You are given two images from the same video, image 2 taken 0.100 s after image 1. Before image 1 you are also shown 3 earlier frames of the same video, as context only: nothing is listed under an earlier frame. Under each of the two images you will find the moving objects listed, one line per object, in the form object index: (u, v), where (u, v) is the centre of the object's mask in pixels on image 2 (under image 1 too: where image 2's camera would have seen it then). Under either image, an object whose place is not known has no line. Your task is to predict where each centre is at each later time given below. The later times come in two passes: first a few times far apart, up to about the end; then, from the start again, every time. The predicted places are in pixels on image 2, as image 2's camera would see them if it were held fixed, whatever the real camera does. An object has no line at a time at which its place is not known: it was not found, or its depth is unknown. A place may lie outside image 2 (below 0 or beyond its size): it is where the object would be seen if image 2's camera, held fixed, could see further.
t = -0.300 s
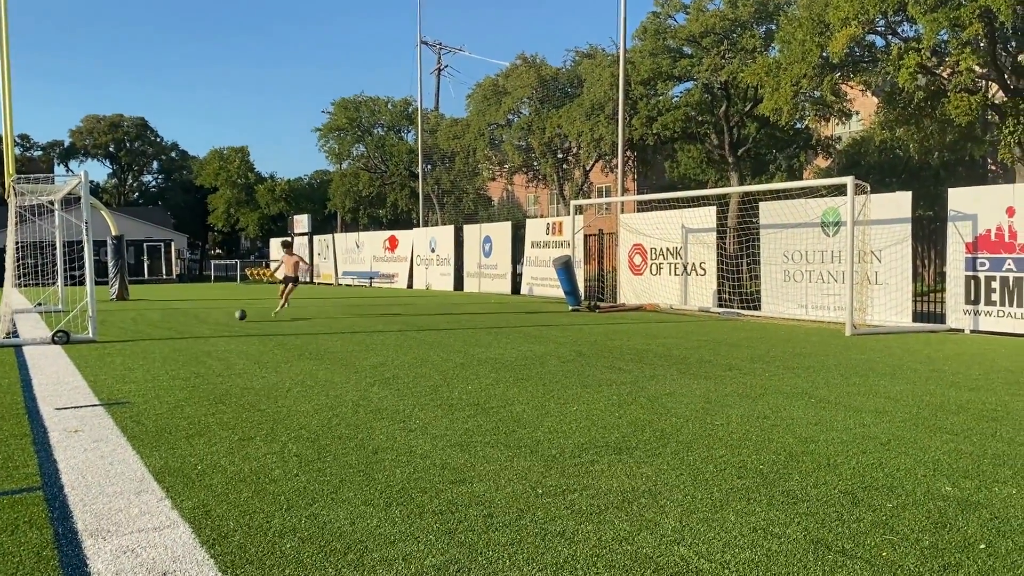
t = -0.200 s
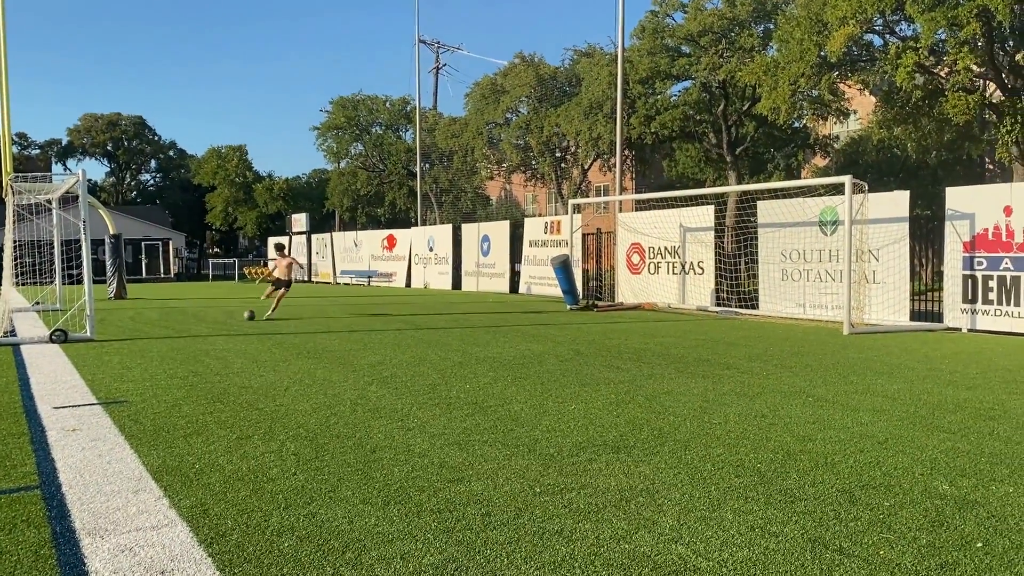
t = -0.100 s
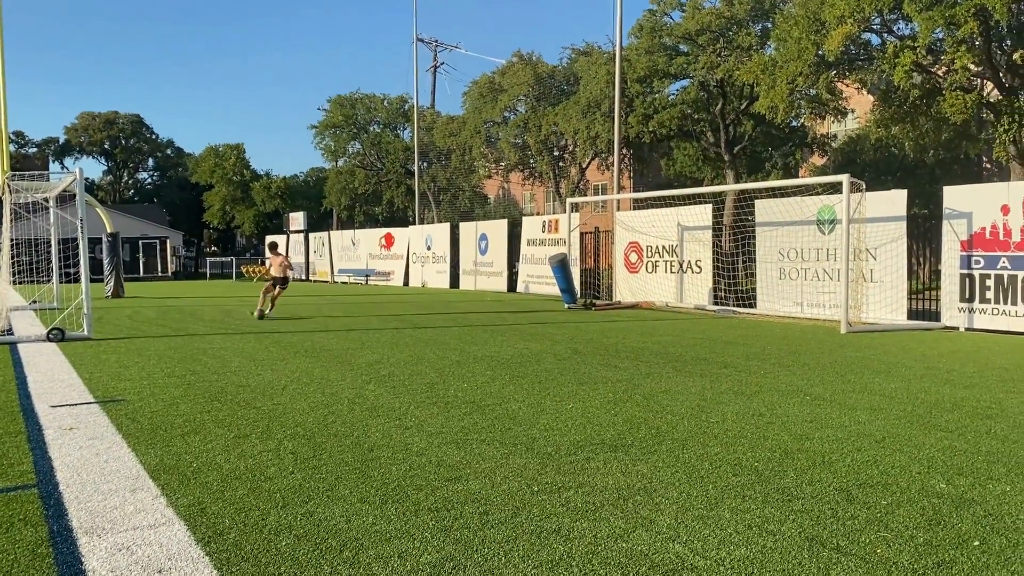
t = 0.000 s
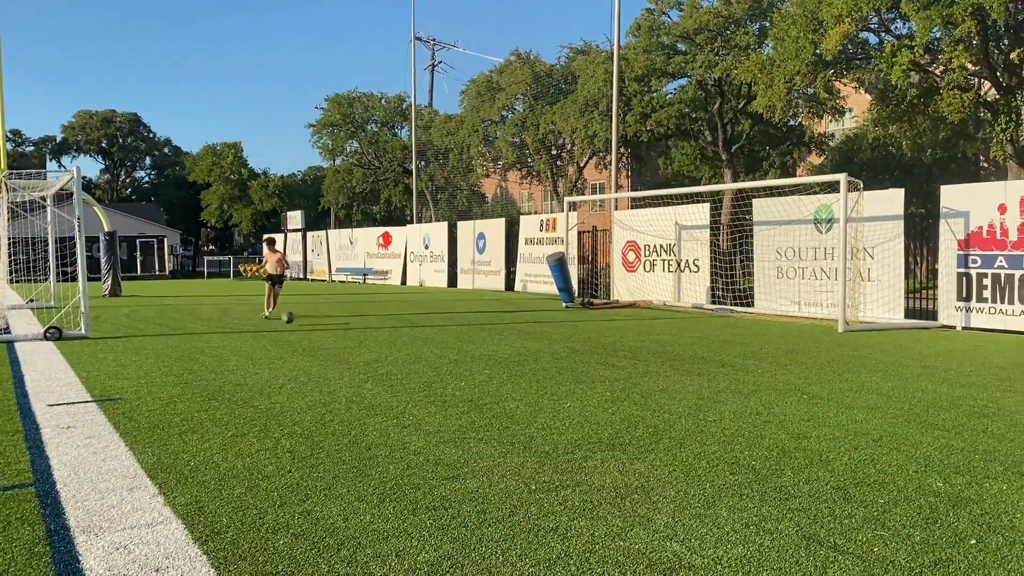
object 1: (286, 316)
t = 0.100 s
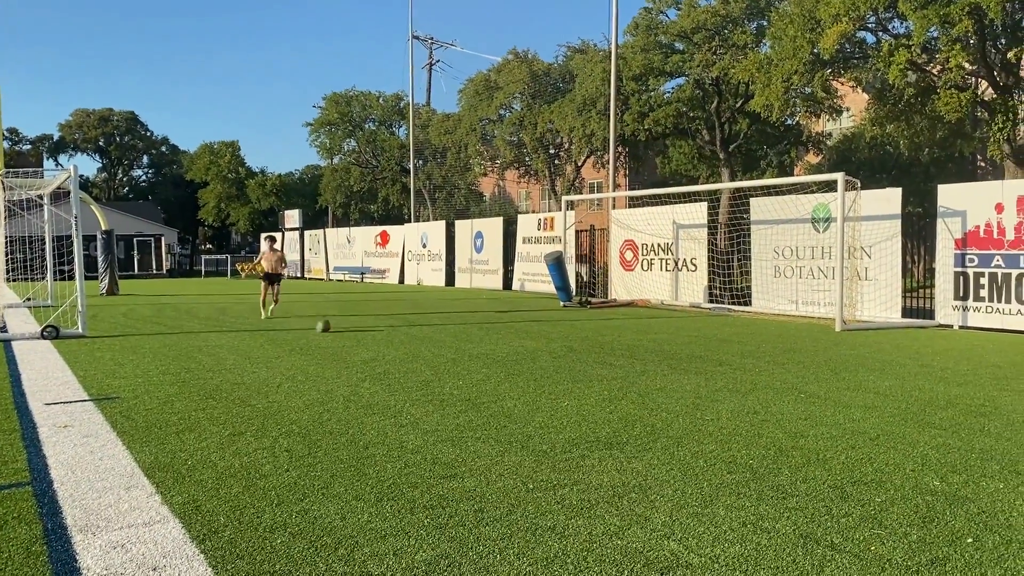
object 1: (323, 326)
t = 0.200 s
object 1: (366, 329)
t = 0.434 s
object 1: (505, 351)
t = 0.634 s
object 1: (676, 379)
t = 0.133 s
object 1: (337, 327)
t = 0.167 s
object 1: (351, 327)
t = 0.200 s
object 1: (366, 329)
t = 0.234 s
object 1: (384, 332)
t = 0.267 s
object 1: (401, 337)
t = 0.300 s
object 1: (420, 342)
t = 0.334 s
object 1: (440, 346)
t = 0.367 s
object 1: (461, 347)
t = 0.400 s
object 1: (482, 348)
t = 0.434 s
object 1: (505, 351)
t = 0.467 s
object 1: (529, 354)
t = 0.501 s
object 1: (556, 360)
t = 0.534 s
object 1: (584, 368)
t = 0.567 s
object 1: (615, 376)
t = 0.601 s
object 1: (644, 378)
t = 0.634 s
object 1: (676, 379)
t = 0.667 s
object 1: (709, 381)
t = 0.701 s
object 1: (745, 386)
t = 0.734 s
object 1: (784, 392)
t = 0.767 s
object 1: (826, 400)
